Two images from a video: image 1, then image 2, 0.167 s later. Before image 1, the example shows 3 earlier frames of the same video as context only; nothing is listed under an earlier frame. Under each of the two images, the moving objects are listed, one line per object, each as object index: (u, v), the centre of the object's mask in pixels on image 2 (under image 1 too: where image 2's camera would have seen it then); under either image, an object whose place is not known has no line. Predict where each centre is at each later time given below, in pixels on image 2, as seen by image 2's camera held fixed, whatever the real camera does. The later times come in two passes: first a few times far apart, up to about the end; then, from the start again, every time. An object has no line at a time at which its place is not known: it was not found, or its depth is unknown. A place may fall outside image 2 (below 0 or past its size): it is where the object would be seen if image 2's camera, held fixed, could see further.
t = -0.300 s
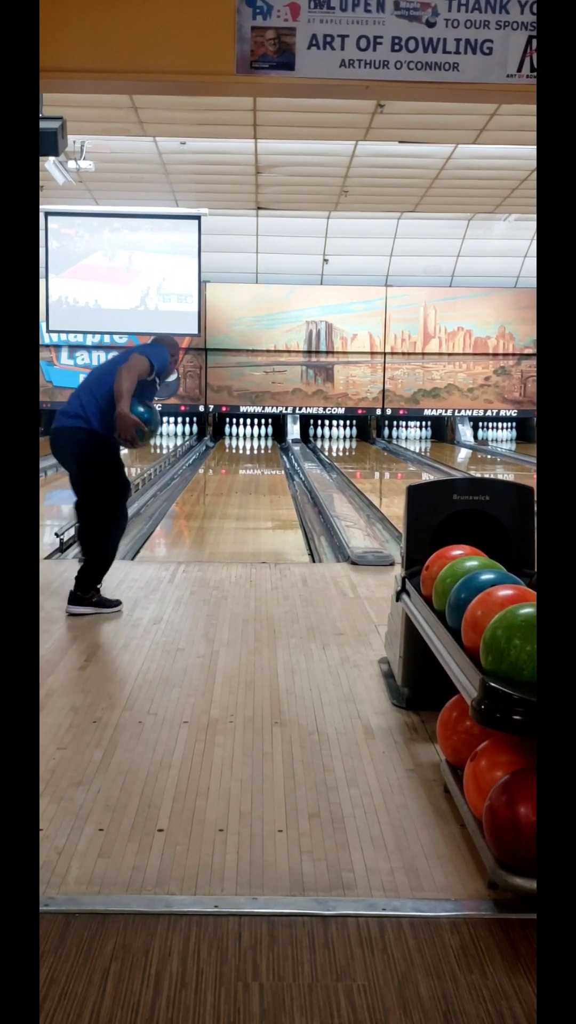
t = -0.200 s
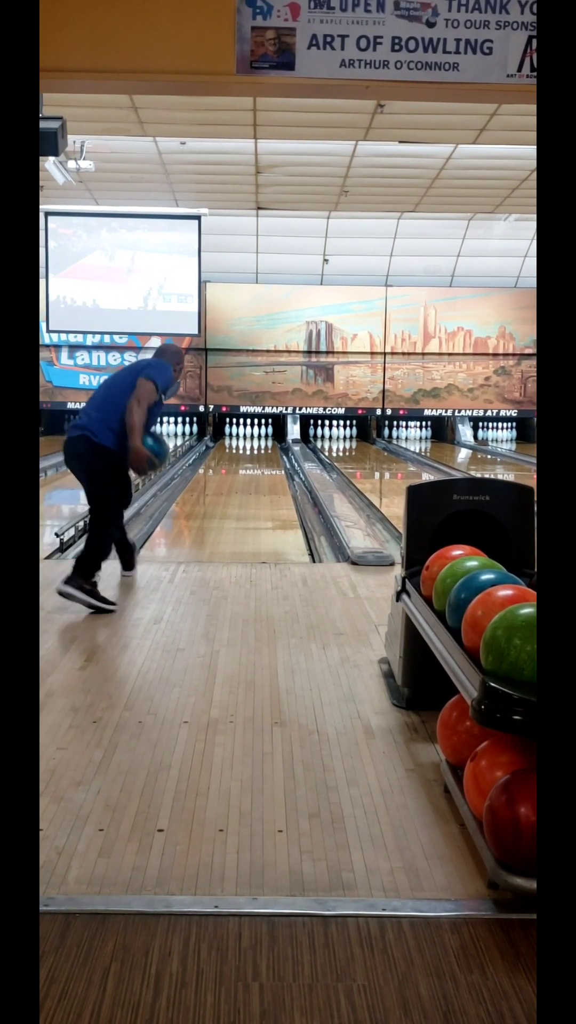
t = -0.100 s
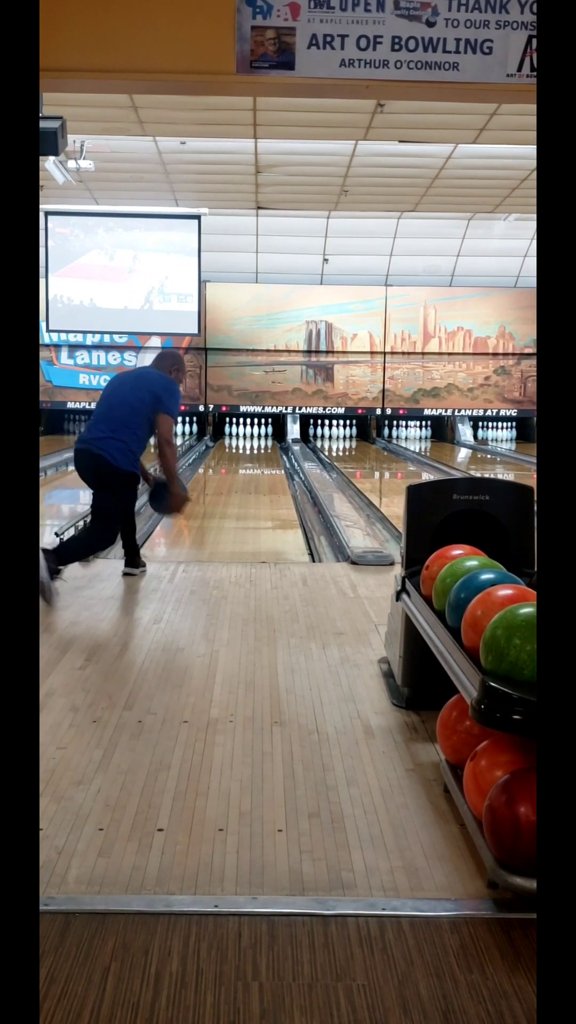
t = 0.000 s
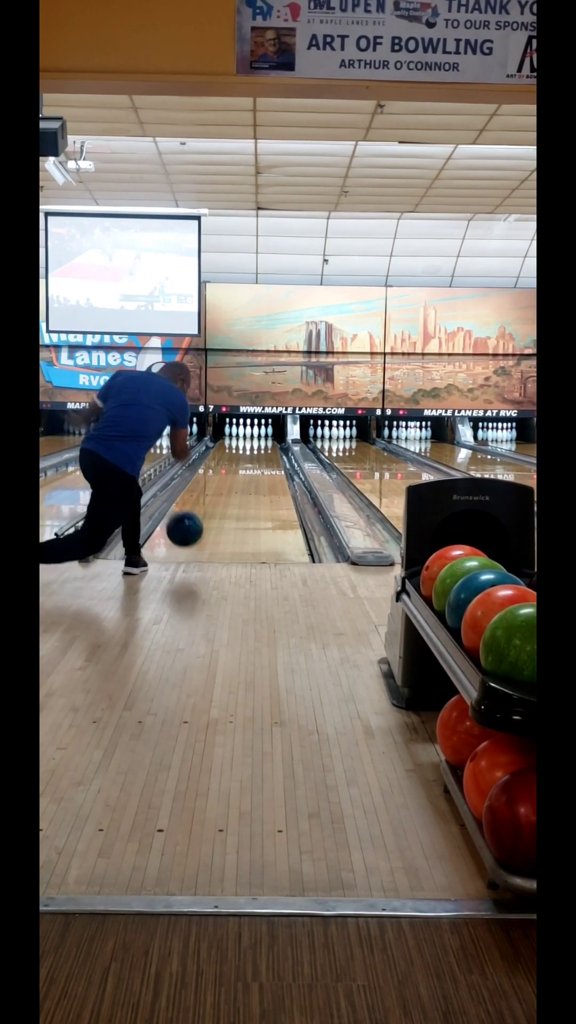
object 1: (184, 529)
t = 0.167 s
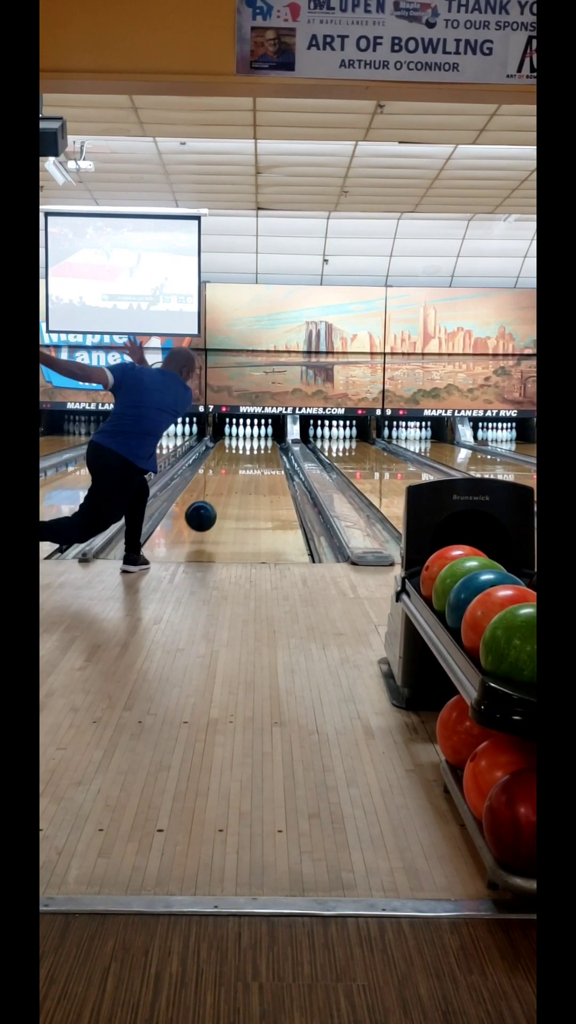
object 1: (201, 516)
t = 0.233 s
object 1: (206, 513)
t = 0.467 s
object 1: (219, 497)
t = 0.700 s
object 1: (229, 483)
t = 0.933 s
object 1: (236, 472)
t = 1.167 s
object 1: (241, 464)
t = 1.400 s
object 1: (245, 457)
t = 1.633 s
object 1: (247, 451)
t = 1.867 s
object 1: (249, 446)
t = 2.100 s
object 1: (250, 442)
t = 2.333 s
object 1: (249, 439)
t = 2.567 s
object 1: (248, 436)
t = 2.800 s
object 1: (245, 433)
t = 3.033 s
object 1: (236, 432)
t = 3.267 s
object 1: (227, 431)
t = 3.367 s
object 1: (224, 431)
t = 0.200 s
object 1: (203, 514)
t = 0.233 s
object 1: (206, 513)
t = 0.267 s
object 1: (208, 514)
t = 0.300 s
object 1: (210, 512)
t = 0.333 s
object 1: (212, 509)
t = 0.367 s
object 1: (214, 506)
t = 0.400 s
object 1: (216, 503)
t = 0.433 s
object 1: (218, 500)
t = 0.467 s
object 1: (219, 497)
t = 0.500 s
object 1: (221, 495)
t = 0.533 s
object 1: (222, 493)
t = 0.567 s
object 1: (224, 491)
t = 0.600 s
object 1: (225, 489)
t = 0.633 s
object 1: (226, 487)
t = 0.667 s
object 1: (228, 485)
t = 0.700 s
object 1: (229, 483)
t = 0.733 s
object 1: (230, 481)
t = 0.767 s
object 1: (231, 480)
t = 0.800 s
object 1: (232, 479)
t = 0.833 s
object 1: (233, 477)
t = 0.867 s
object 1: (234, 476)
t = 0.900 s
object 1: (235, 474)
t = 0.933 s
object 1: (236, 472)
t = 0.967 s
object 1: (237, 471)
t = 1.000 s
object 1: (238, 470)
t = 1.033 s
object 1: (238, 468)
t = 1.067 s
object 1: (239, 467)
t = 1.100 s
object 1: (240, 466)
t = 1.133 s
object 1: (240, 465)
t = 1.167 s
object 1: (241, 464)
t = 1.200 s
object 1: (242, 463)
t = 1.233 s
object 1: (242, 462)
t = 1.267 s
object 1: (243, 461)
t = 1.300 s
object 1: (243, 460)
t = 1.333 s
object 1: (244, 459)
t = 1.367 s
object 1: (244, 458)
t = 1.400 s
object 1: (245, 457)
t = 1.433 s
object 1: (245, 456)
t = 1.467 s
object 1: (246, 455)
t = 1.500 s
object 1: (246, 454)
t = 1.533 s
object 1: (247, 454)
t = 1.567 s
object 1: (247, 453)
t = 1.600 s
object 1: (247, 452)
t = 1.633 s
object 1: (247, 451)
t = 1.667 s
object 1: (248, 451)
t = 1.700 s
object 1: (248, 450)
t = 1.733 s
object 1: (248, 449)
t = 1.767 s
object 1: (248, 448)
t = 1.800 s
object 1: (249, 447)
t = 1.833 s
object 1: (249, 447)
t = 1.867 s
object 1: (249, 446)
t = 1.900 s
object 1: (249, 446)
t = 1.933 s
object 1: (249, 445)
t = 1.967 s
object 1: (249, 445)
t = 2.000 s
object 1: (249, 444)
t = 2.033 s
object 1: (250, 443)
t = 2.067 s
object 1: (250, 443)
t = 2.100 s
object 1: (250, 442)
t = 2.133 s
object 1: (250, 442)
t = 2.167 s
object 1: (250, 441)
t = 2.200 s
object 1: (250, 441)
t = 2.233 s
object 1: (250, 440)
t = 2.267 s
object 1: (250, 440)
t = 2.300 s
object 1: (249, 439)
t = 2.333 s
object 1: (249, 439)
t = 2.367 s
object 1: (249, 438)
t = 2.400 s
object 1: (249, 438)
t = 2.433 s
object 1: (249, 437)
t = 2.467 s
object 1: (249, 437)
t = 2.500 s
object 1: (249, 437)
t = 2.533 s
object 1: (248, 436)
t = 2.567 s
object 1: (248, 436)
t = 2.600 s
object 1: (248, 436)
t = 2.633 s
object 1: (248, 435)
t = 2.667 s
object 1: (247, 435)
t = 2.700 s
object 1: (247, 435)
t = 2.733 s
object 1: (247, 434)
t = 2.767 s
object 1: (246, 434)
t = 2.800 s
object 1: (245, 433)
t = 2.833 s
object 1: (244, 433)
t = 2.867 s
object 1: (243, 433)
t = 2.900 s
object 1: (242, 432)
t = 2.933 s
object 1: (240, 432)
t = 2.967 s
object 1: (239, 432)
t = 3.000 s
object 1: (237, 432)
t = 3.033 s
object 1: (236, 432)
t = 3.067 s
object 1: (234, 432)
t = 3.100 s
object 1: (233, 432)
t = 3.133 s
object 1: (232, 431)
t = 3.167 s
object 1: (231, 431)
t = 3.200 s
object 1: (230, 431)
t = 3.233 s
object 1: (229, 431)
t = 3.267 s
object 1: (227, 431)
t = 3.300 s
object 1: (226, 431)
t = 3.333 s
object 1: (225, 431)
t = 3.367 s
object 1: (224, 431)
